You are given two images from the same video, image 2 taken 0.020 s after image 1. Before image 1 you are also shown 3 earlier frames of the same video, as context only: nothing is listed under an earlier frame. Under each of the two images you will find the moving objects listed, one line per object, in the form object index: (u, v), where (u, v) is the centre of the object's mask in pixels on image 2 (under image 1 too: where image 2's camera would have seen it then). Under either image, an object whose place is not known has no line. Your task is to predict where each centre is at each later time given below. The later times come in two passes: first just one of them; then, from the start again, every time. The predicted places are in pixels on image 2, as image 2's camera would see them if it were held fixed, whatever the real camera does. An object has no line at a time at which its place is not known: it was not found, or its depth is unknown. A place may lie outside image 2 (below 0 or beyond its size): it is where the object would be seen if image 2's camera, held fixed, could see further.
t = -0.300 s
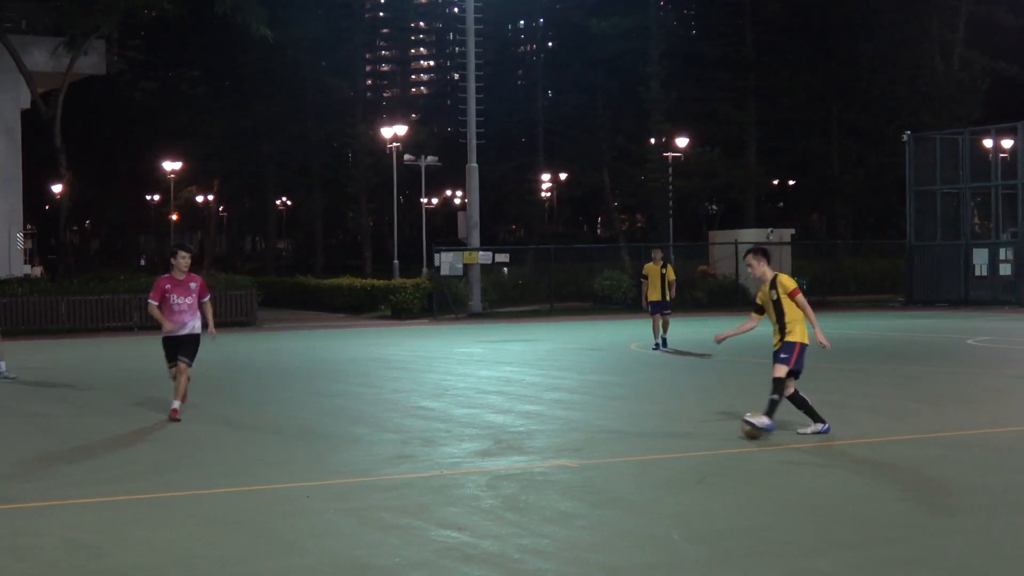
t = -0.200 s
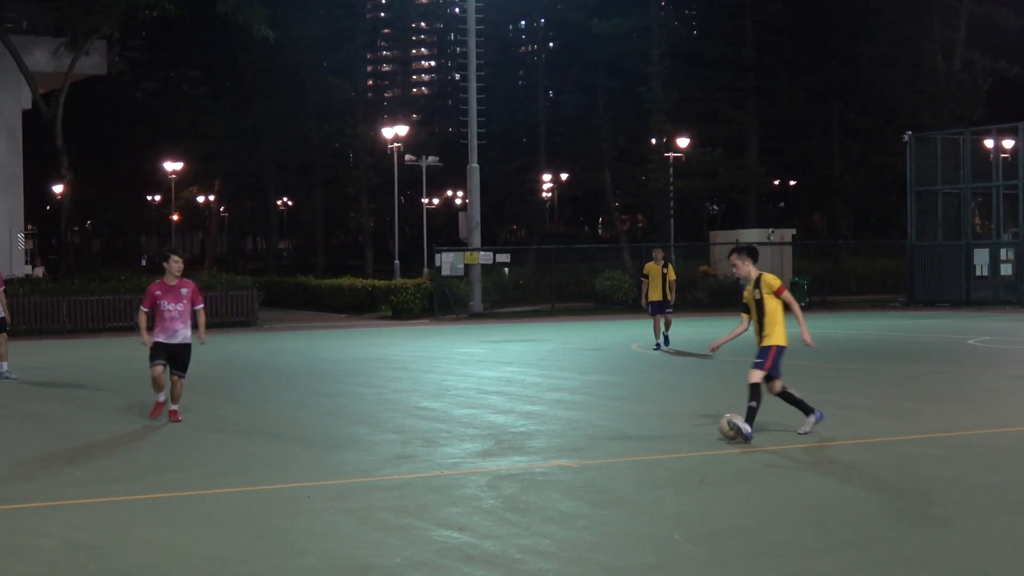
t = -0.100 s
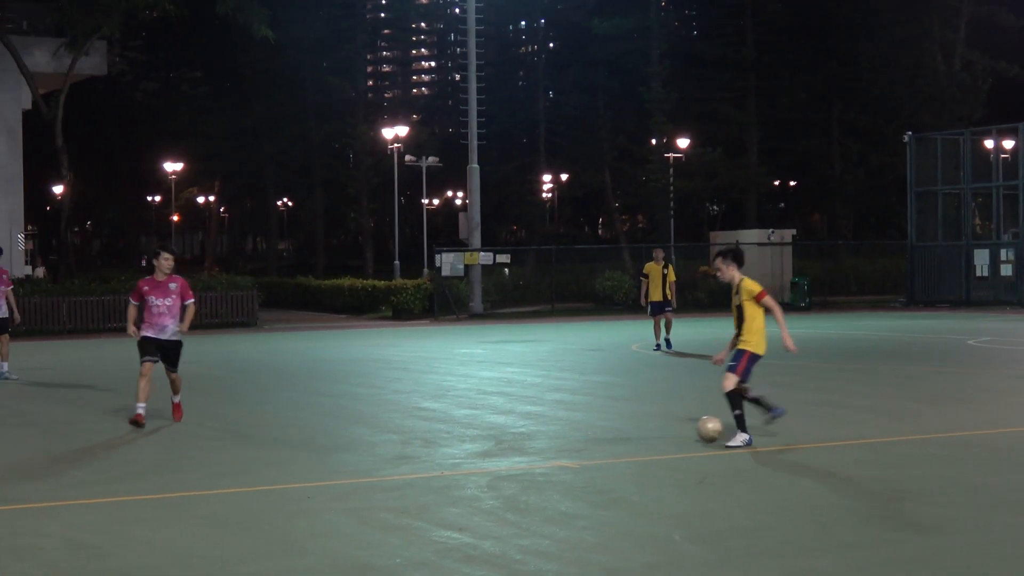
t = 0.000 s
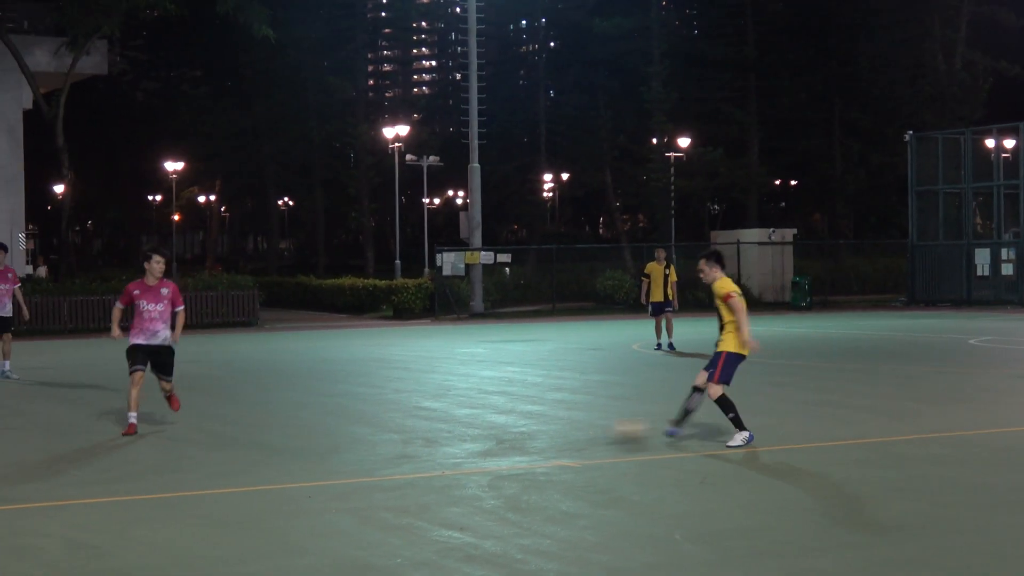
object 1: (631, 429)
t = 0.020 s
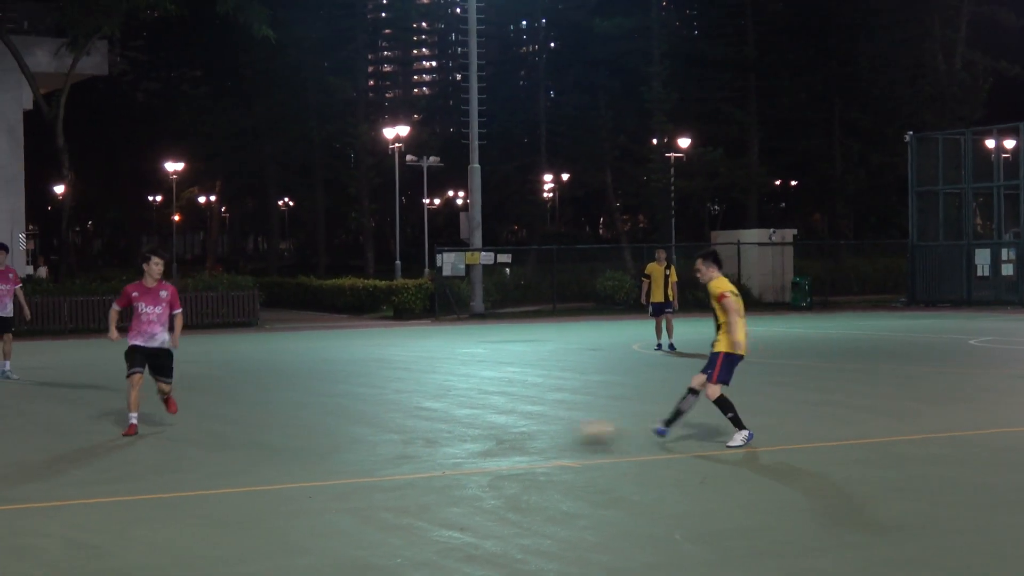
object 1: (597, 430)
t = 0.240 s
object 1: (241, 445)
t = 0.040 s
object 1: (563, 433)
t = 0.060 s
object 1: (525, 437)
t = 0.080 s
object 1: (495, 436)
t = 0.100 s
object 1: (461, 437)
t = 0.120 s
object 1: (428, 438)
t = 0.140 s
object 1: (398, 440)
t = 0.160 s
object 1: (364, 440)
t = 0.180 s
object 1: (334, 442)
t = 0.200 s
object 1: (304, 441)
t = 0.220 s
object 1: (272, 443)
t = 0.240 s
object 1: (241, 445)
